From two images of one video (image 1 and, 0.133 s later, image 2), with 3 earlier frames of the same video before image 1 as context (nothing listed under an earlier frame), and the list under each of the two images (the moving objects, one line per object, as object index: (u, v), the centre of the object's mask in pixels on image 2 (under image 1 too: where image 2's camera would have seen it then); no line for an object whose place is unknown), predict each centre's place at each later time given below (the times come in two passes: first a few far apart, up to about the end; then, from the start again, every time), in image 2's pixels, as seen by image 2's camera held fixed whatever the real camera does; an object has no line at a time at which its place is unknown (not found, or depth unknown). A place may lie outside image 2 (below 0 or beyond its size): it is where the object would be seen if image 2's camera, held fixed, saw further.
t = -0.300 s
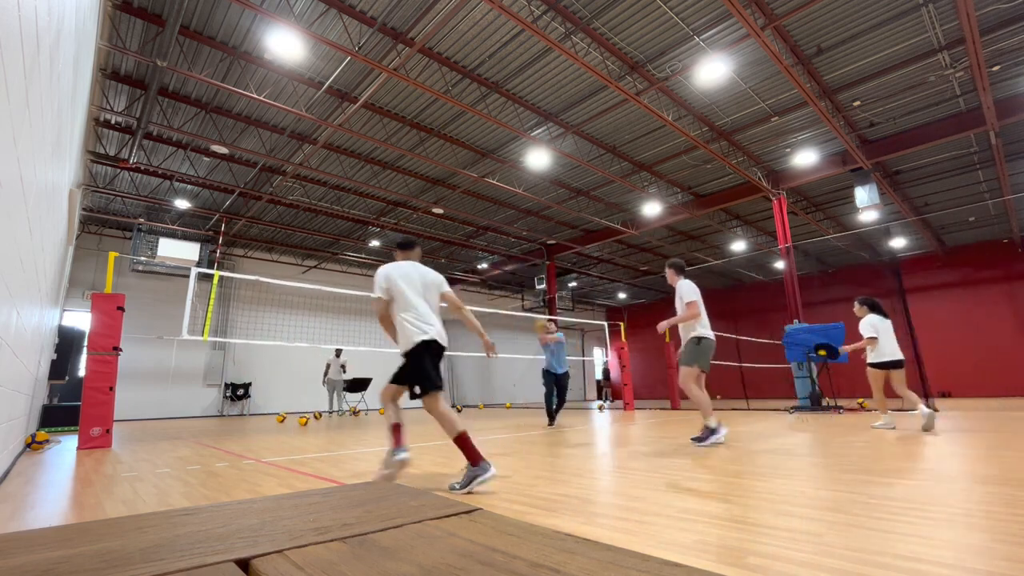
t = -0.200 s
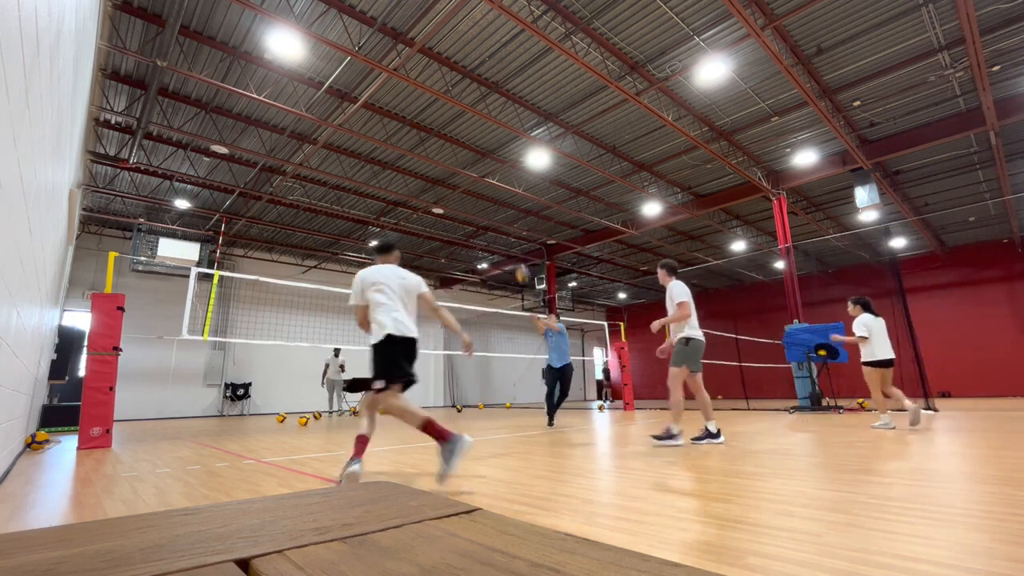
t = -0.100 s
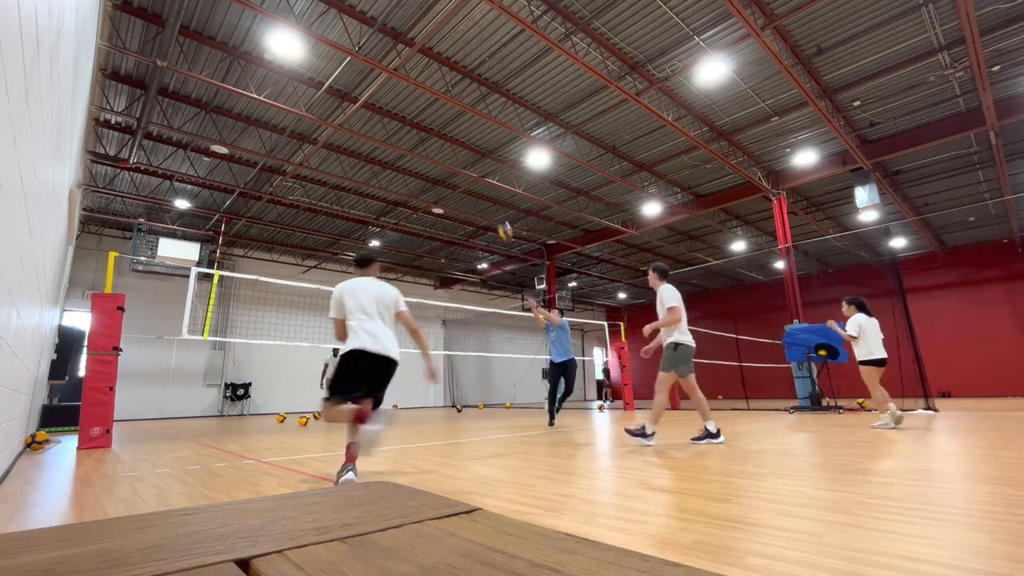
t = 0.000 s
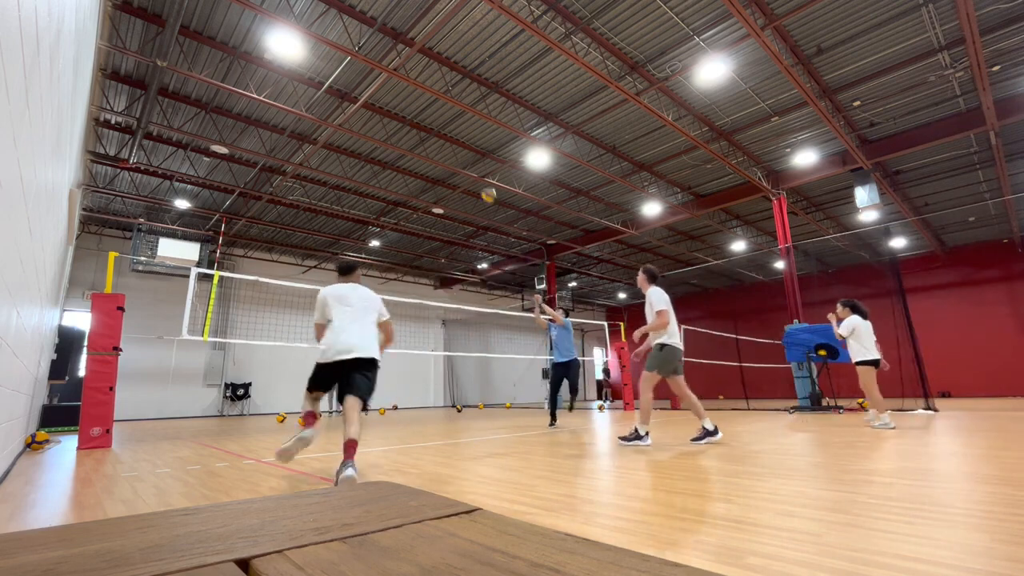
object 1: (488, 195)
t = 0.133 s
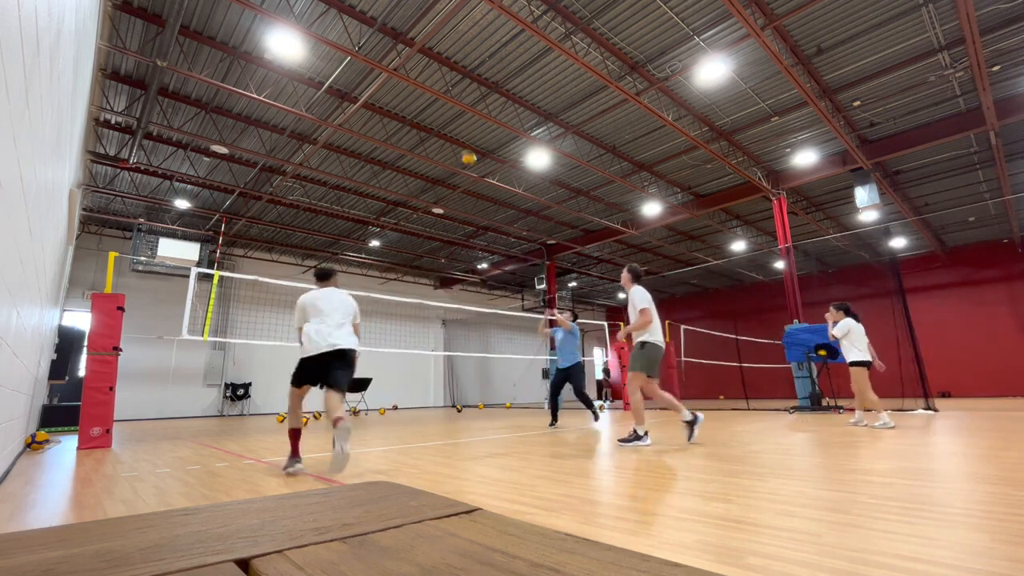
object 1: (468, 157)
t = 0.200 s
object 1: (459, 143)
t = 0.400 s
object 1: (429, 114)
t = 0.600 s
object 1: (397, 109)
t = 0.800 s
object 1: (366, 128)
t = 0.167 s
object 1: (463, 149)
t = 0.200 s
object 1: (459, 143)
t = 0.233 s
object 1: (454, 136)
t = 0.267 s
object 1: (449, 131)
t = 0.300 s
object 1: (444, 126)
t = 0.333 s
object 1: (438, 121)
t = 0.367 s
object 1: (433, 117)
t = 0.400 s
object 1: (429, 114)
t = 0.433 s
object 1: (423, 112)
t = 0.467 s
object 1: (418, 109)
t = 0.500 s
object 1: (413, 109)
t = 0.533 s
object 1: (408, 108)
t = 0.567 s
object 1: (403, 108)
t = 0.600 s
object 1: (397, 109)
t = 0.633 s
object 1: (393, 110)
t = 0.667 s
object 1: (387, 113)
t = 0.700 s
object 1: (383, 114)
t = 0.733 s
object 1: (377, 118)
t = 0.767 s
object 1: (372, 122)
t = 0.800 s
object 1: (366, 128)
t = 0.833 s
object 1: (361, 133)
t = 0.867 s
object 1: (355, 139)
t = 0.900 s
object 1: (350, 146)
